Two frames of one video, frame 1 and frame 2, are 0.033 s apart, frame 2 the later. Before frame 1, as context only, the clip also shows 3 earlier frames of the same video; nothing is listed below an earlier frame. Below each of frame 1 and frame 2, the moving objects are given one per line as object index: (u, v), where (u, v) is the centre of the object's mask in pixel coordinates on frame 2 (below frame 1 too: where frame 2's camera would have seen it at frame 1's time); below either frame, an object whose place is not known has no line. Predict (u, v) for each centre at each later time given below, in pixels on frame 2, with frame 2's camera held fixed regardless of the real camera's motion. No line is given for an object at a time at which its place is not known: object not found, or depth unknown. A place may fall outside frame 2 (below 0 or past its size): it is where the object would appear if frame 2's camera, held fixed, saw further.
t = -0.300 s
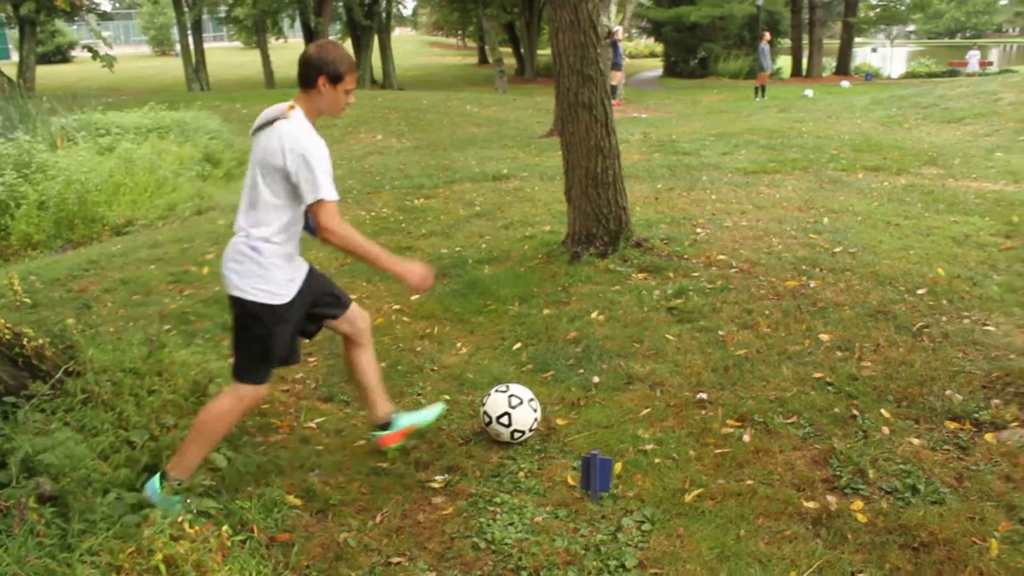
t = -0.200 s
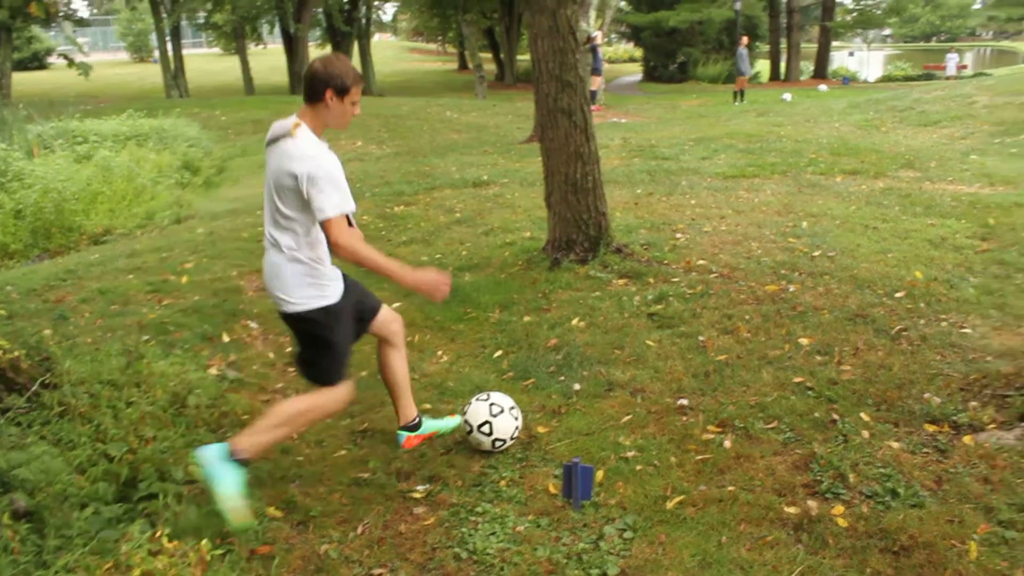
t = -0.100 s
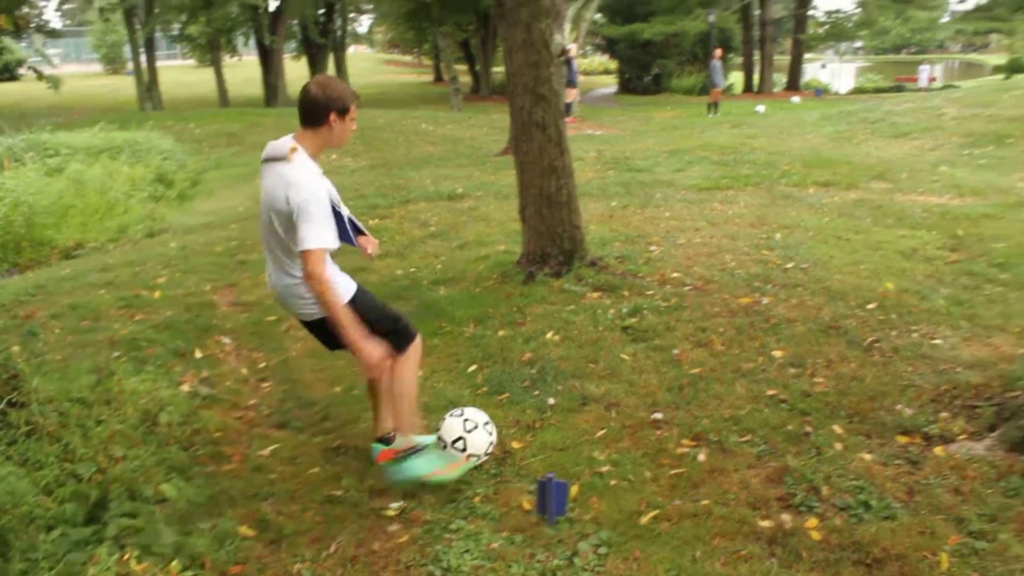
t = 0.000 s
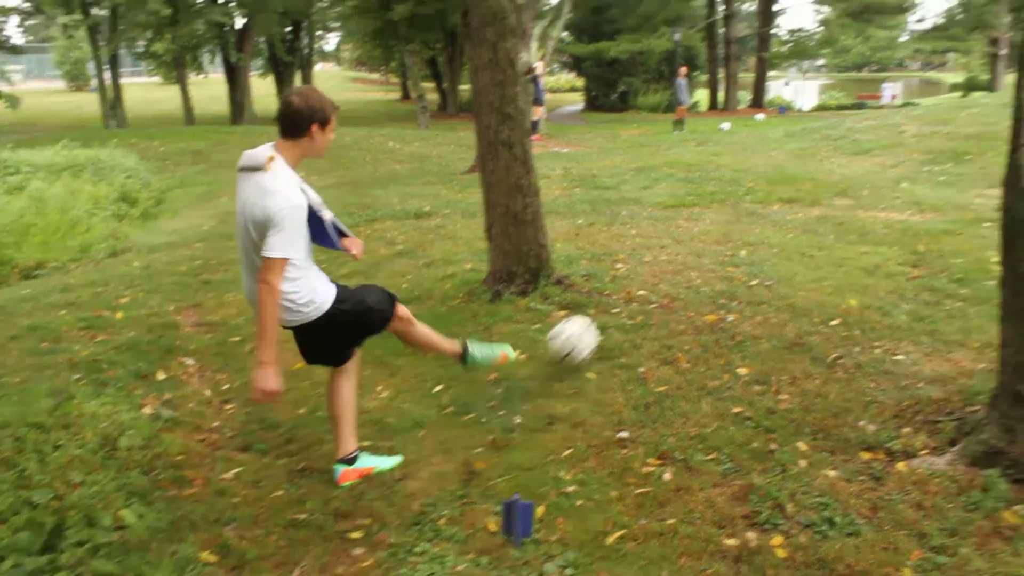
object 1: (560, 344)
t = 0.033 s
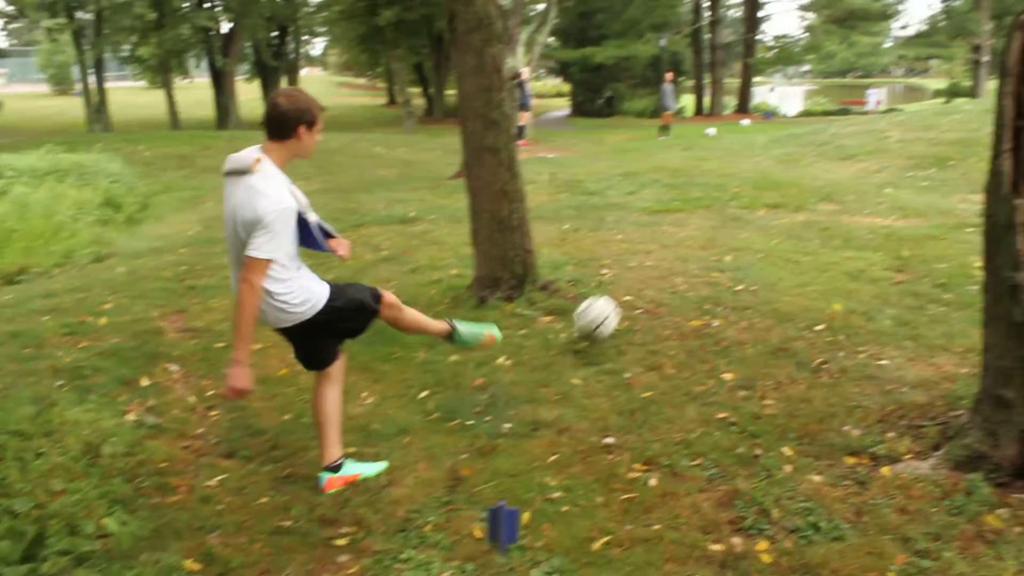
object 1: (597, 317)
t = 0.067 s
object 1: (629, 293)
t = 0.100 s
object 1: (654, 277)
